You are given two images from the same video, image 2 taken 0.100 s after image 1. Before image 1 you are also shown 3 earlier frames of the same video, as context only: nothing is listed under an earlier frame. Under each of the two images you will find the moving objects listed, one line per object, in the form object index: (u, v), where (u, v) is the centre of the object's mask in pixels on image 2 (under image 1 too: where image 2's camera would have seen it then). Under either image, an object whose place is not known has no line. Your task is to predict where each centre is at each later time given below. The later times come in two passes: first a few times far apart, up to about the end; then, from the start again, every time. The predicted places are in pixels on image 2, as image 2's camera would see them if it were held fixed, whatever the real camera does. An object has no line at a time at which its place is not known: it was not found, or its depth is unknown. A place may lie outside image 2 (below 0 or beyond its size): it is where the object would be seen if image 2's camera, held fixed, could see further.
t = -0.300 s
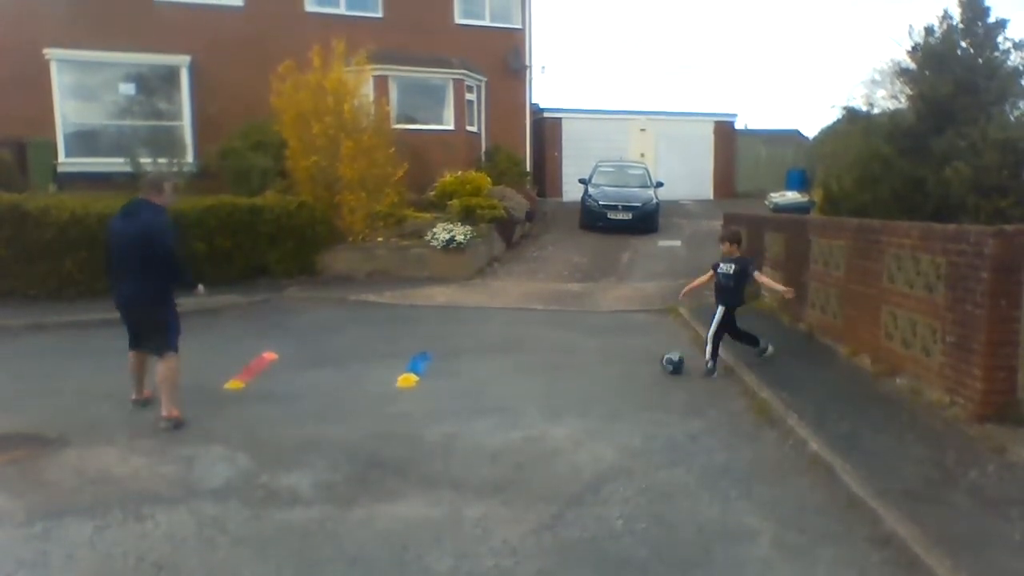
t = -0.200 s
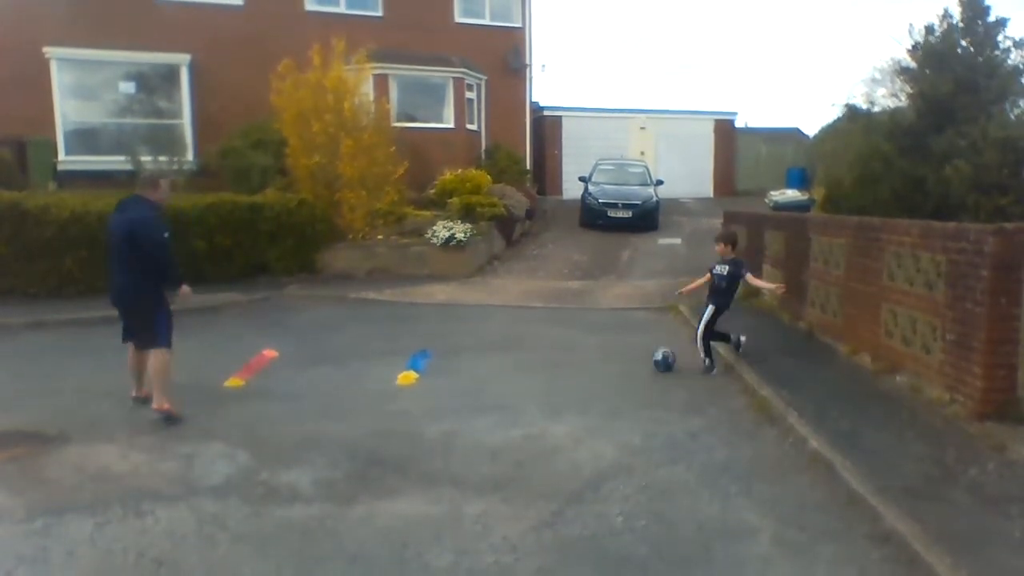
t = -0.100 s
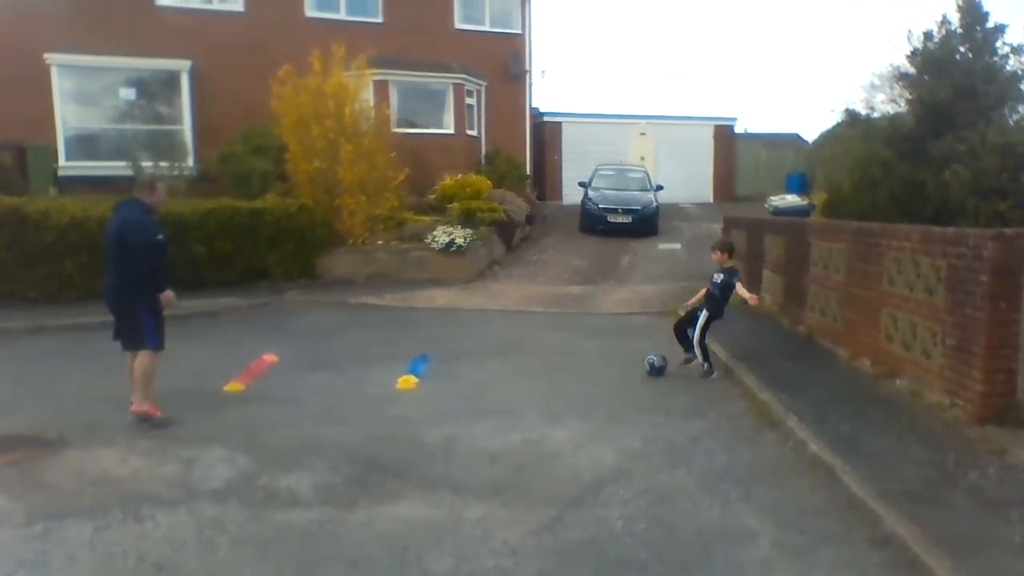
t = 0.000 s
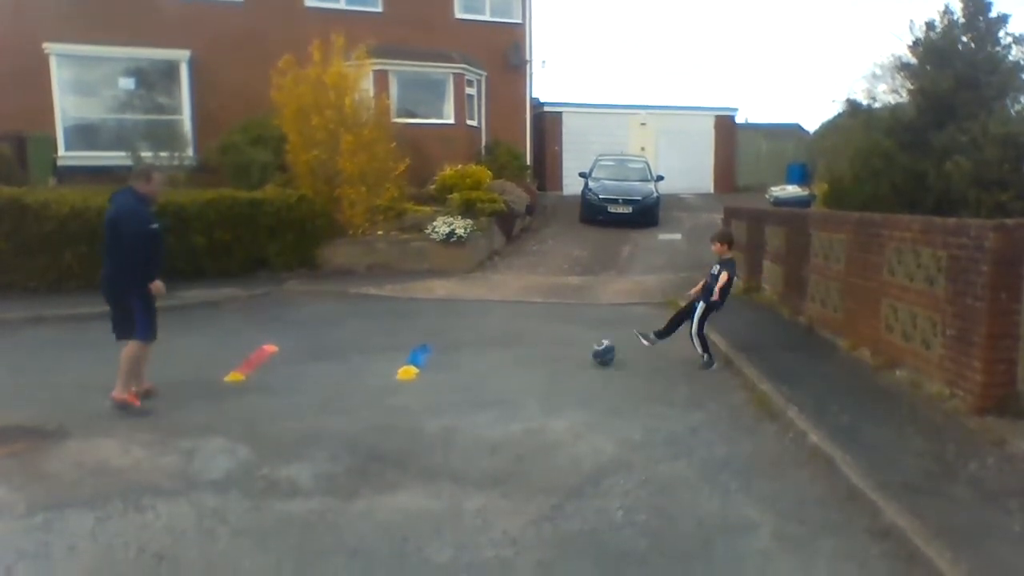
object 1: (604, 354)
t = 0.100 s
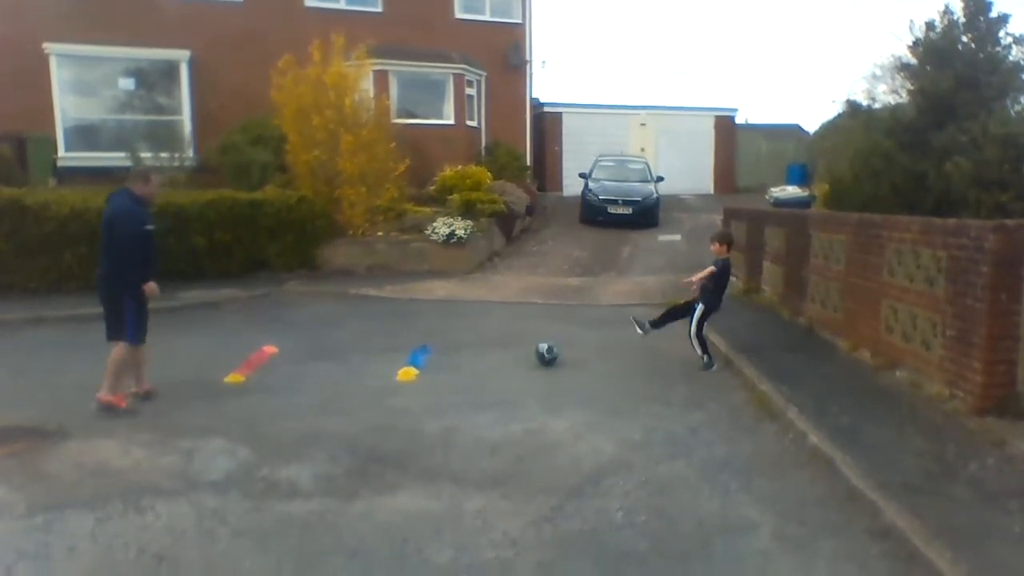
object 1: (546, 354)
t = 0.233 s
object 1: (480, 352)
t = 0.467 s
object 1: (394, 345)
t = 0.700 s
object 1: (332, 352)
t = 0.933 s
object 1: (277, 354)
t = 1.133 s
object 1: (222, 353)
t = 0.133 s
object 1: (529, 353)
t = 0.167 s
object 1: (512, 351)
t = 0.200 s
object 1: (496, 351)
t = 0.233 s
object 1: (480, 352)
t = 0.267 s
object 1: (464, 353)
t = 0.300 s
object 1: (449, 354)
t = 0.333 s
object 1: (437, 352)
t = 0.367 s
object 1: (425, 351)
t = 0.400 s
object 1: (412, 350)
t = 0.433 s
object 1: (403, 348)
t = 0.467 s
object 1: (394, 345)
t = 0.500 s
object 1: (386, 342)
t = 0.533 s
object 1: (375, 341)
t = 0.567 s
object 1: (368, 342)
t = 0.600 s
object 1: (360, 344)
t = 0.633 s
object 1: (351, 346)
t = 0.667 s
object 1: (342, 350)
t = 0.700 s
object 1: (332, 352)
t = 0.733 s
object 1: (325, 349)
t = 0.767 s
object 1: (318, 347)
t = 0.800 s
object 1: (310, 346)
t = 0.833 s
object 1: (301, 347)
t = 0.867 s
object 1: (294, 348)
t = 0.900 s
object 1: (285, 350)
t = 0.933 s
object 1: (277, 354)
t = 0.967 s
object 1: (268, 356)
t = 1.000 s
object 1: (260, 354)
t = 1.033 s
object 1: (253, 352)
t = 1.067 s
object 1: (245, 349)
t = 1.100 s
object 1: (230, 350)
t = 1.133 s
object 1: (222, 353)
